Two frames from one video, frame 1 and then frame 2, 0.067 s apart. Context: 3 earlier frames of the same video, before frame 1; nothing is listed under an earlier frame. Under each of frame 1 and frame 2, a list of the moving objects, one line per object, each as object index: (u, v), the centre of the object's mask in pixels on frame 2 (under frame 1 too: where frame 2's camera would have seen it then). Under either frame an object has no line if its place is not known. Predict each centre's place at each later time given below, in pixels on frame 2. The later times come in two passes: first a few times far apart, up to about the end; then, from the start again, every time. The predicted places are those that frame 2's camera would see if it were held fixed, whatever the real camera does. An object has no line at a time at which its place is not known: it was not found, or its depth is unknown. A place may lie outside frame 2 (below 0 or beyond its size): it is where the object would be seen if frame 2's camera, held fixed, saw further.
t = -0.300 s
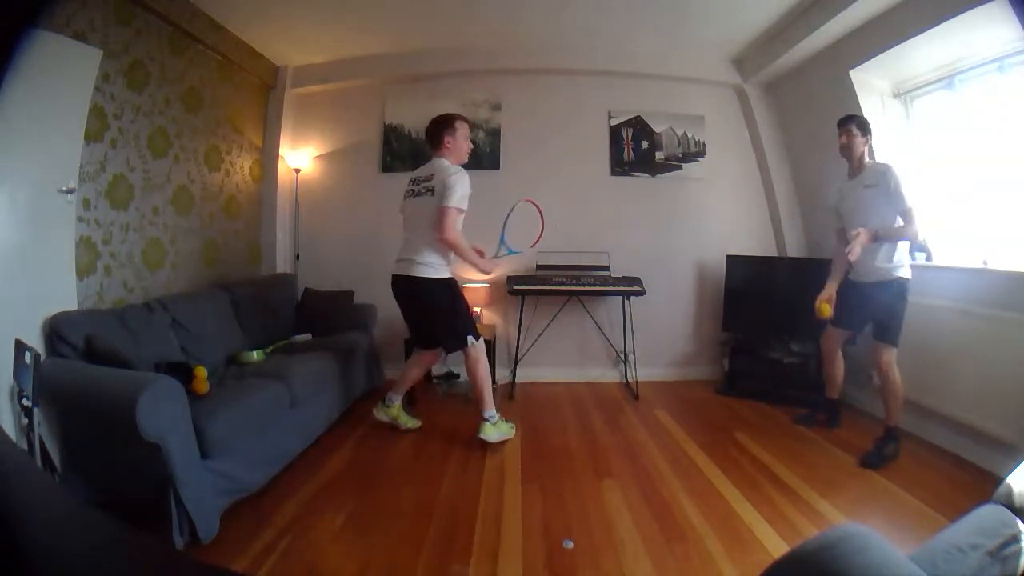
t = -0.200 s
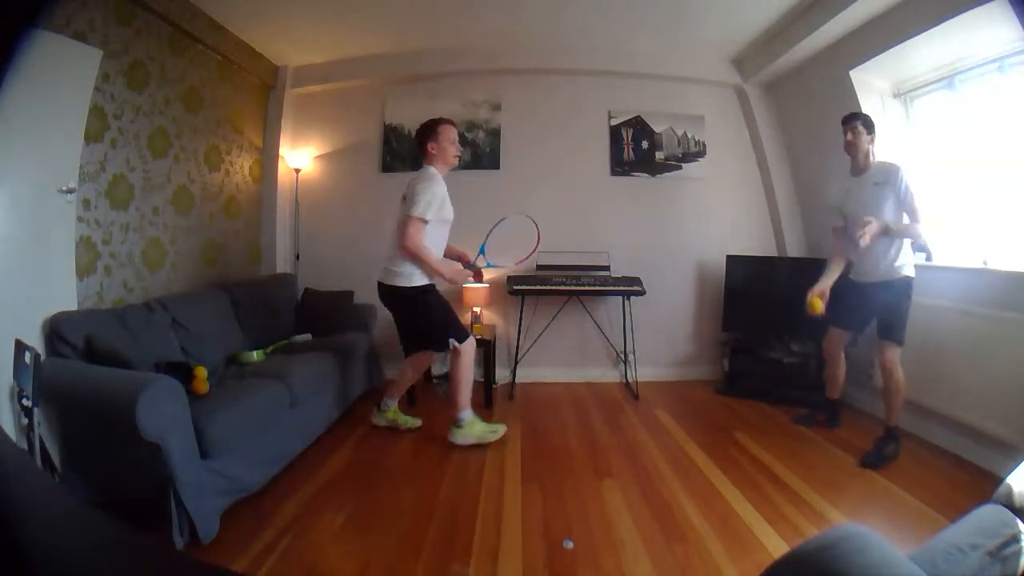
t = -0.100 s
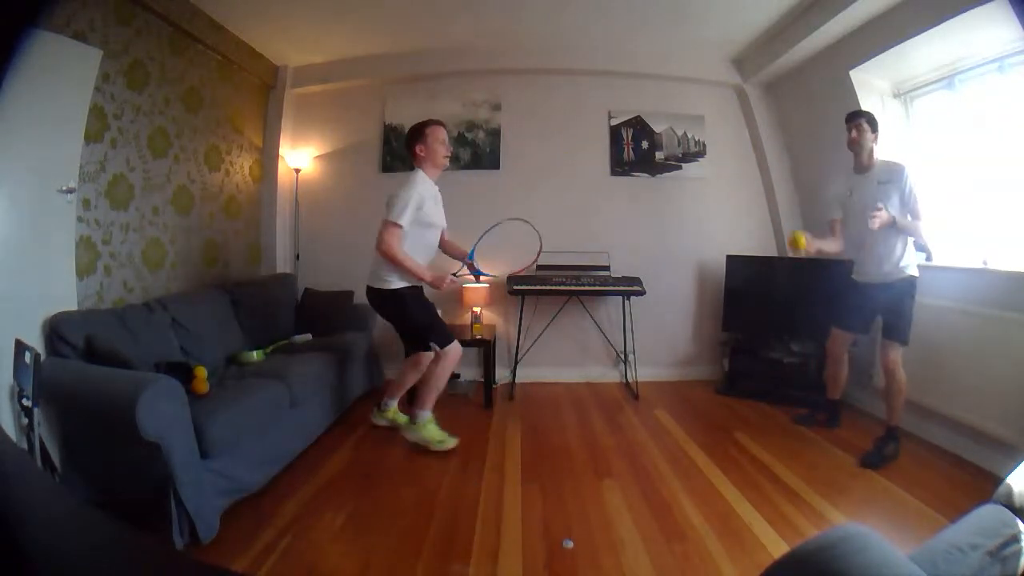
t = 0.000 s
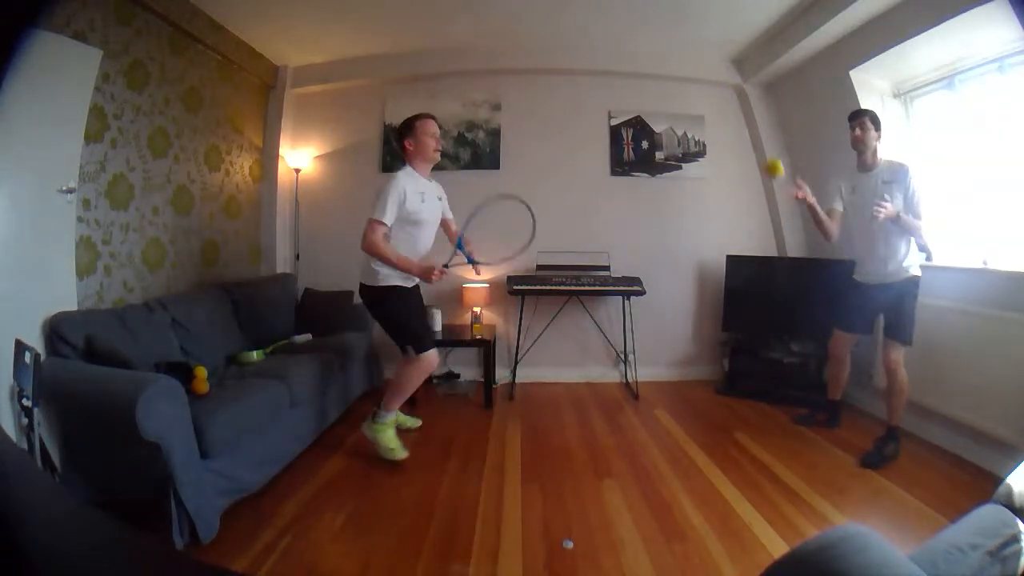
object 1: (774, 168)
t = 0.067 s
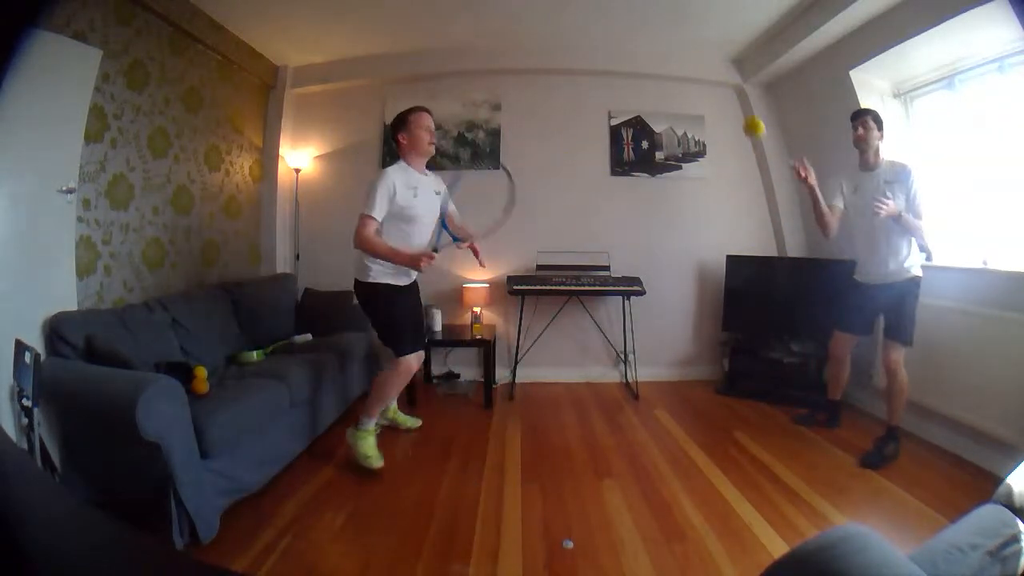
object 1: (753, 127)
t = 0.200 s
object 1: (703, 65)
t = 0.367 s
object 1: (614, 46)
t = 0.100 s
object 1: (743, 109)
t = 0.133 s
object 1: (730, 92)
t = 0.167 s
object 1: (716, 77)
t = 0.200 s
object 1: (703, 65)
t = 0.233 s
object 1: (687, 55)
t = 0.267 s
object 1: (671, 48)
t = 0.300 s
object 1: (654, 44)
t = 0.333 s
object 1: (635, 42)
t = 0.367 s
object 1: (614, 46)
